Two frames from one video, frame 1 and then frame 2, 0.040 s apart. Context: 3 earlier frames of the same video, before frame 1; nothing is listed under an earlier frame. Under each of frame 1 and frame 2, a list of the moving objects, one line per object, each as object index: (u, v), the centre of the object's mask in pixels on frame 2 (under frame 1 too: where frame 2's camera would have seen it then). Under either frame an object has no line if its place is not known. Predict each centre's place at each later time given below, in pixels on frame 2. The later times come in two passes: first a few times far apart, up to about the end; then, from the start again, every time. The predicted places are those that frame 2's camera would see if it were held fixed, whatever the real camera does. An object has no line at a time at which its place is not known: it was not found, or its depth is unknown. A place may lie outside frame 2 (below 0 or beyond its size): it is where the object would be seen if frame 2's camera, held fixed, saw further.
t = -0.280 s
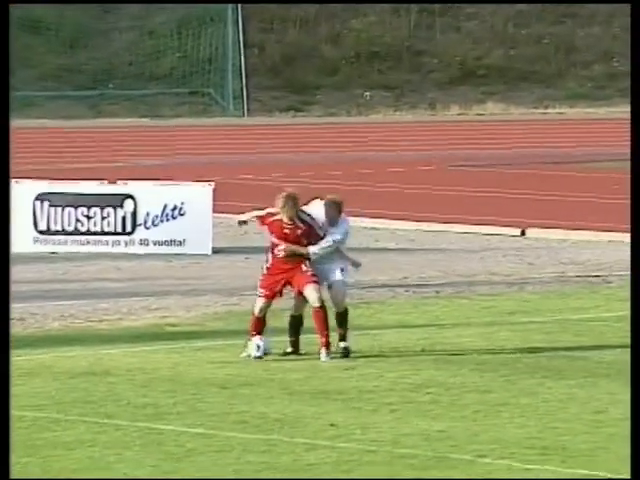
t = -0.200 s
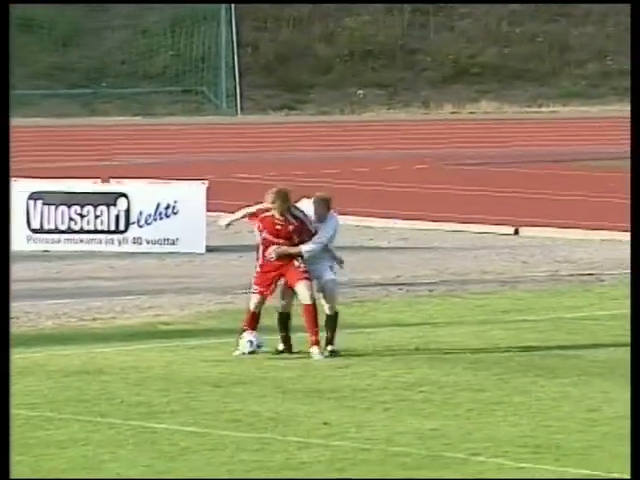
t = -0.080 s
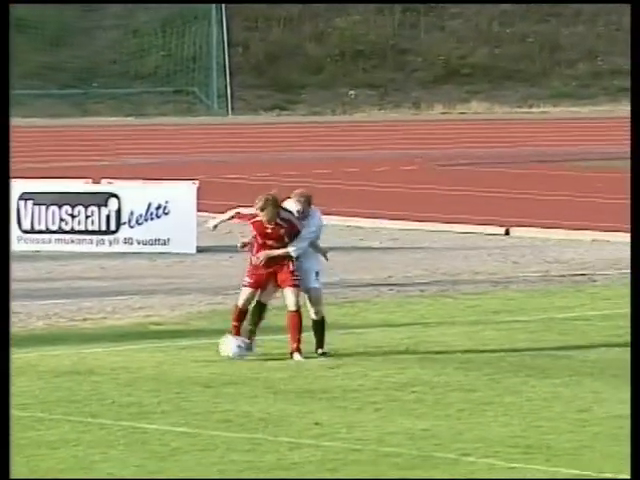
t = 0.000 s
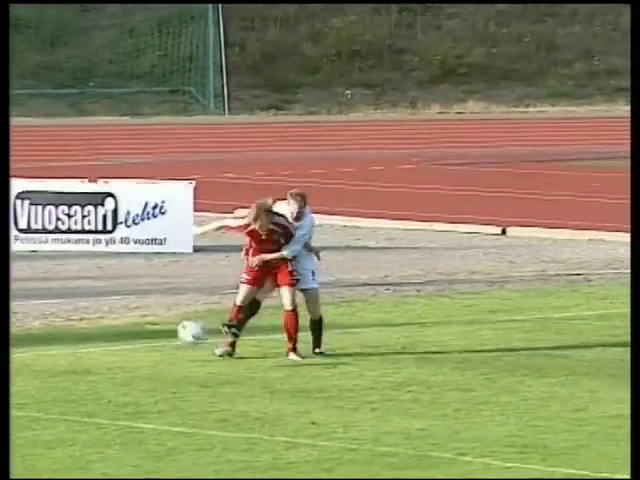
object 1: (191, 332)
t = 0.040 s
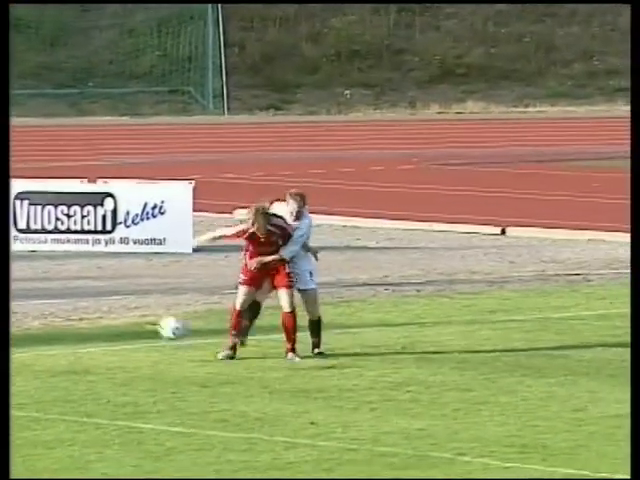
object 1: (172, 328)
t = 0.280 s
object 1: (60, 331)
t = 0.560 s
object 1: (-75, 414)
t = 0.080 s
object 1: (152, 324)
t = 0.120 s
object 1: (134, 322)
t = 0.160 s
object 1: (116, 322)
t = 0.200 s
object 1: (97, 323)
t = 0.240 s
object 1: (77, 326)
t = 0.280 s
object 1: (60, 331)
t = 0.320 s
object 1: (41, 338)
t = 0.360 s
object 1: (22, 345)
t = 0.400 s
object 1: (4, 354)
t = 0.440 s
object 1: (-15, 368)
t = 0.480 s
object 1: (-34, 380)
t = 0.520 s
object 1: (-54, 397)
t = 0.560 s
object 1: (-75, 414)
